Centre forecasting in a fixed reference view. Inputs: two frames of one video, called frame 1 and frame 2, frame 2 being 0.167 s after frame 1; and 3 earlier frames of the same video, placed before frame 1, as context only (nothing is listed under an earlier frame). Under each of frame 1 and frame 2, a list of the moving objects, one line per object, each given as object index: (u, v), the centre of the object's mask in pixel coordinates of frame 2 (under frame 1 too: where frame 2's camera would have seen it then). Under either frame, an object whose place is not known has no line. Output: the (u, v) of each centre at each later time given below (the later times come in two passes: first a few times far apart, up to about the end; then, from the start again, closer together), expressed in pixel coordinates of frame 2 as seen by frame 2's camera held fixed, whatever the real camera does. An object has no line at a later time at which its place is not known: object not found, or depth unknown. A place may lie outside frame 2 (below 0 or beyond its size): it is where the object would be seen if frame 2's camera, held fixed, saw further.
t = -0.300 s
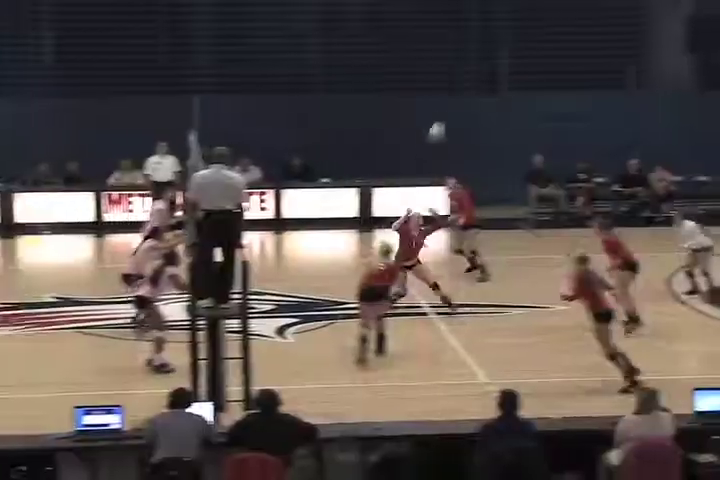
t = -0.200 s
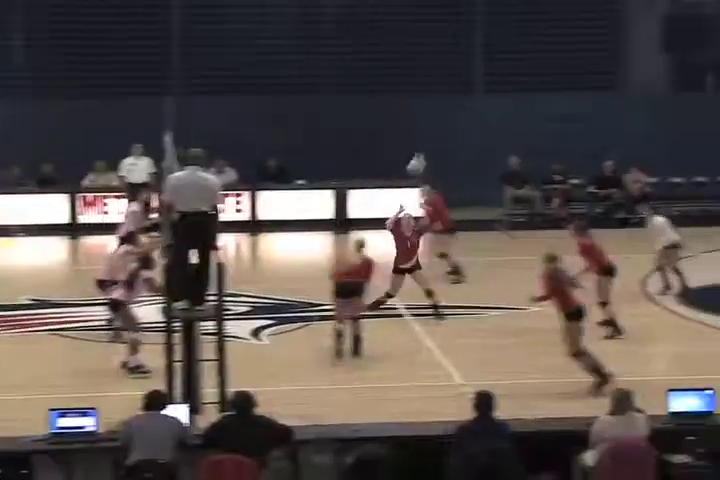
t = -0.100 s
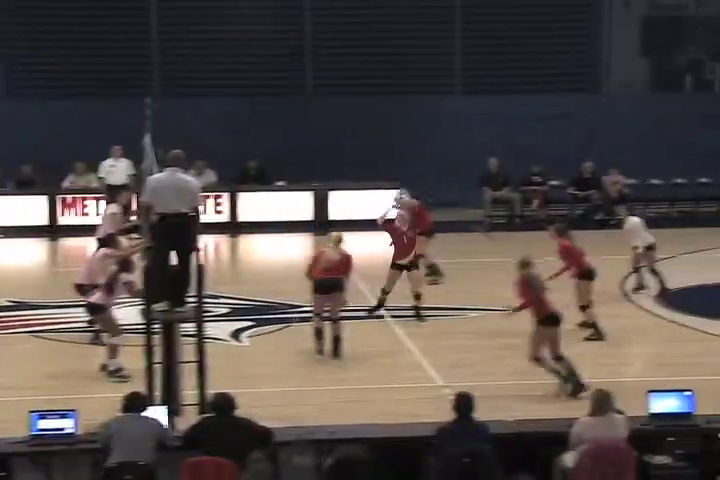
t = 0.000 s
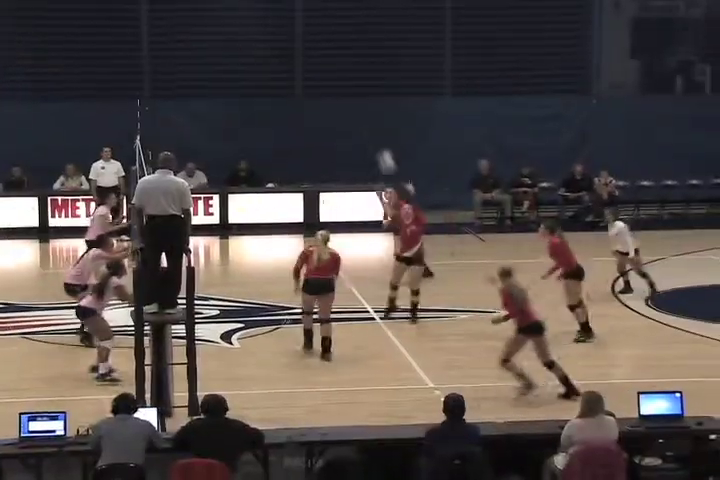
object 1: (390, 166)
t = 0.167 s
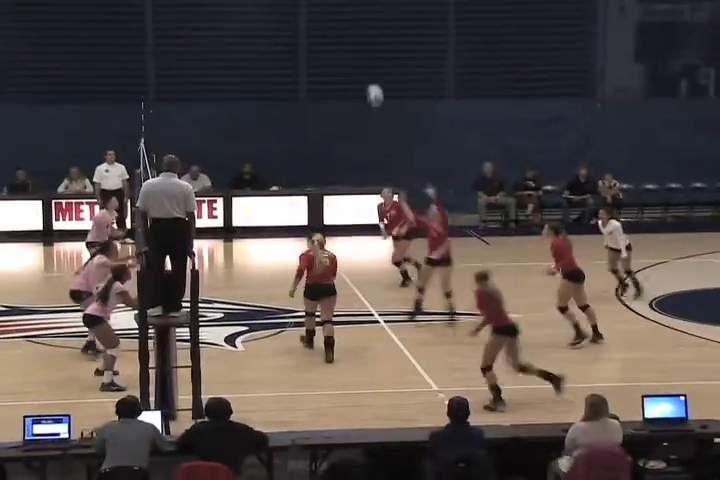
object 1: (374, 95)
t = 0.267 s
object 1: (366, 61)
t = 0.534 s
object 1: (341, 4)
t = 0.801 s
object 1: (319, -2)
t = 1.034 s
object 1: (300, 37)
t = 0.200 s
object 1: (372, 84)
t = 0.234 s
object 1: (369, 72)
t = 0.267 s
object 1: (366, 61)
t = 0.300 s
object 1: (362, 52)
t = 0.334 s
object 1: (359, 43)
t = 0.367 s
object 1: (357, 35)
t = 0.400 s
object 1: (353, 26)
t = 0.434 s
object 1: (350, 20)
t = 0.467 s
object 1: (346, 14)
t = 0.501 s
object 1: (344, 8)
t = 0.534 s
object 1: (341, 4)
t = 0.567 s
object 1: (338, 1)
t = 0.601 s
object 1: (335, -2)
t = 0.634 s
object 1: (332, -3)
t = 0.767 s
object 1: (321, -2)
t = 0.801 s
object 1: (319, -2)
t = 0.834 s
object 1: (315, 0)
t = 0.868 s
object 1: (311, 3)
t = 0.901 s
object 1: (309, 9)
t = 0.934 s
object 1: (307, 14)
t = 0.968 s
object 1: (305, 22)
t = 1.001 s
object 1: (303, 29)
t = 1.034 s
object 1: (300, 37)
